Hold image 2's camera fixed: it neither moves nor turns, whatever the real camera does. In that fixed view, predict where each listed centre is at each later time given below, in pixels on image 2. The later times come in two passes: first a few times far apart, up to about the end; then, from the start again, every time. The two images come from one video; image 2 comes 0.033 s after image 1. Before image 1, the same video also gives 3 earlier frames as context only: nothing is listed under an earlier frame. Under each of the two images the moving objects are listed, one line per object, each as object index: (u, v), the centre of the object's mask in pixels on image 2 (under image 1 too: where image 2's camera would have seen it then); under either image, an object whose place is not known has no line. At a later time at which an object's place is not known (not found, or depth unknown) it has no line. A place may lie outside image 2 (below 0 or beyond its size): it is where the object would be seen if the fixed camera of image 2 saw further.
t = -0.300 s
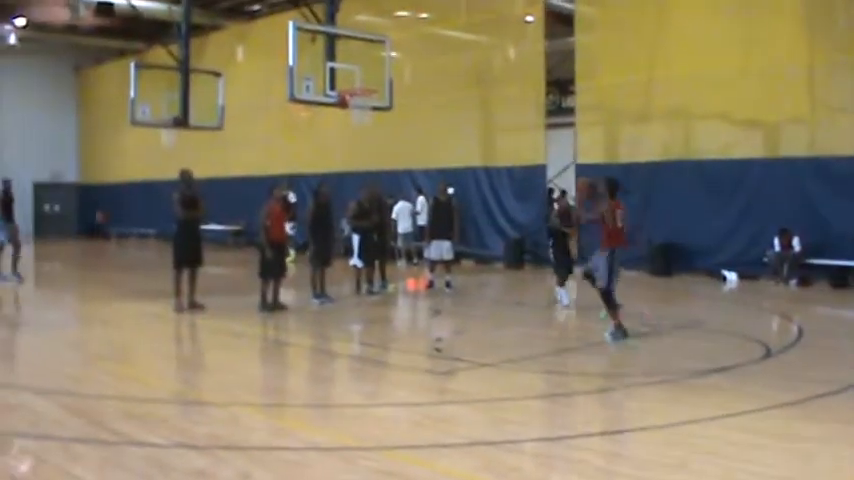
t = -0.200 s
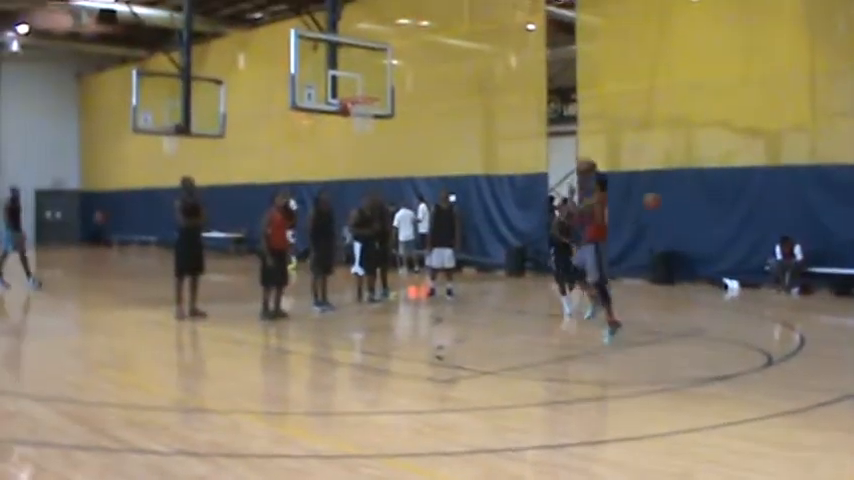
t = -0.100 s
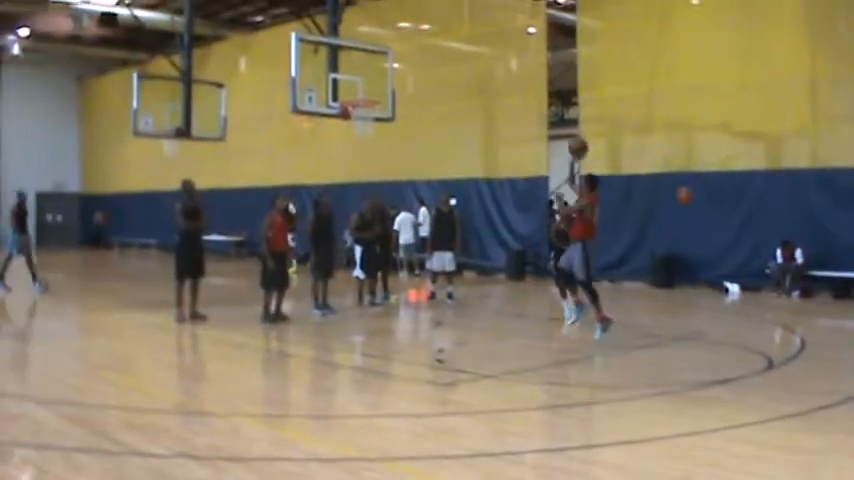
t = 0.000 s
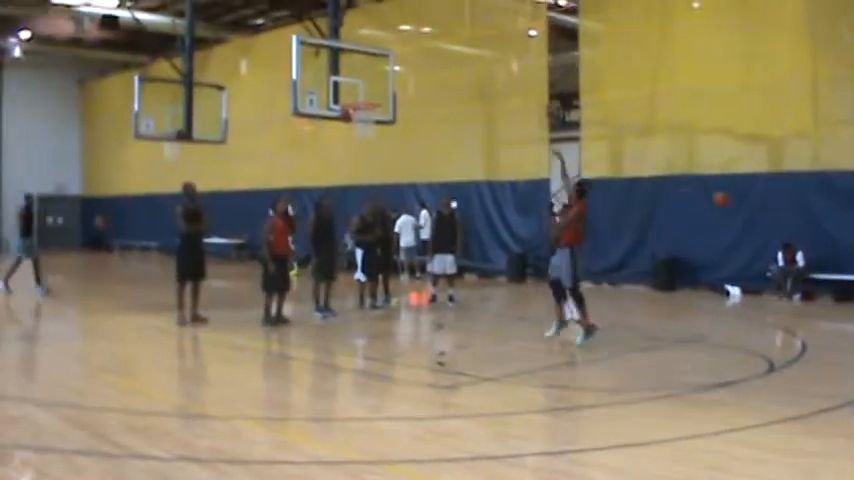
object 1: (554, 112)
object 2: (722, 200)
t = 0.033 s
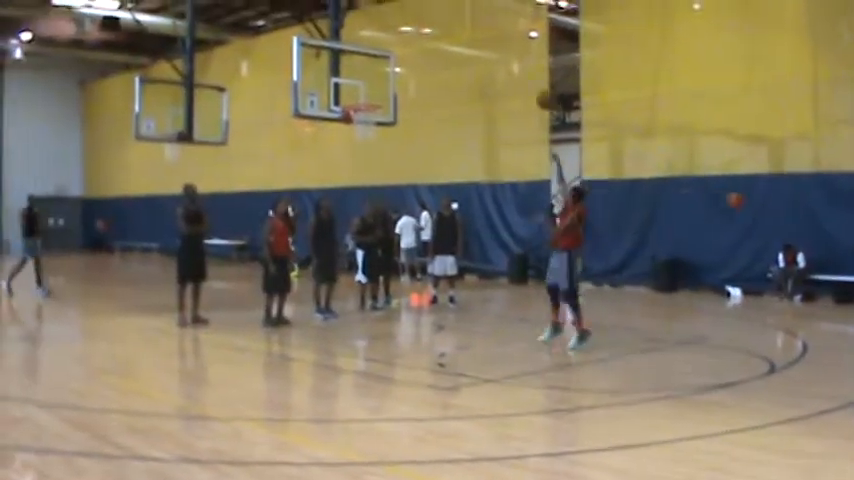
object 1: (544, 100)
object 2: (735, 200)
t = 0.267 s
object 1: (487, 45)
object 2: (828, 238)
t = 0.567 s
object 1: (422, 42)
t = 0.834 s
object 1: (369, 92)
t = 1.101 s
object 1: (365, 78)
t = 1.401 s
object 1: (370, 87)
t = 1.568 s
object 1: (372, 124)
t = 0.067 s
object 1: (537, 88)
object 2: (748, 202)
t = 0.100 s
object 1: (528, 79)
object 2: (758, 207)
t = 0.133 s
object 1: (519, 70)
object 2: (773, 210)
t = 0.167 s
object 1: (511, 62)
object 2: (786, 215)
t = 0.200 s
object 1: (503, 56)
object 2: (798, 223)
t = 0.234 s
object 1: (495, 50)
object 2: (814, 230)
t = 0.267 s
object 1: (487, 45)
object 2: (828, 238)
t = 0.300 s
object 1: (479, 42)
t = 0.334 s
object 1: (472, 40)
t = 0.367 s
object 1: (464, 37)
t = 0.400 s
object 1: (457, 36)
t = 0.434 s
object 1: (450, 35)
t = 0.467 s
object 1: (442, 36)
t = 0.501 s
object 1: (435, 37)
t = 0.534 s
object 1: (429, 39)
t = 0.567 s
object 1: (422, 42)
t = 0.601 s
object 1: (416, 46)
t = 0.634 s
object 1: (409, 50)
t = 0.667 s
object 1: (402, 56)
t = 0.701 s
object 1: (396, 62)
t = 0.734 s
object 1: (389, 68)
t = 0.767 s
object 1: (383, 75)
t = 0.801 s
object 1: (377, 83)
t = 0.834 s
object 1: (369, 92)
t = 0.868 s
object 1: (364, 100)
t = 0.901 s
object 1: (363, 100)
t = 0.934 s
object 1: (364, 97)
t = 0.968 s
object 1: (364, 95)
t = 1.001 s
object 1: (364, 90)
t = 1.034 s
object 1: (365, 86)
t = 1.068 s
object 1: (365, 82)
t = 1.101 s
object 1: (365, 78)
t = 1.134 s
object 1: (366, 76)
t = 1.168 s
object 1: (367, 75)
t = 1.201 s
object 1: (367, 74)
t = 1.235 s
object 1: (367, 74)
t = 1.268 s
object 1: (368, 75)
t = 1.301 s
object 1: (368, 77)
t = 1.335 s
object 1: (369, 80)
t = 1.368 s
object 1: (370, 83)
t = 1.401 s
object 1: (370, 87)
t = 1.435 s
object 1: (371, 93)
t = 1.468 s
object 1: (372, 100)
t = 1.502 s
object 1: (372, 107)
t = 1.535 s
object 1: (372, 114)
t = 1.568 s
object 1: (372, 124)
